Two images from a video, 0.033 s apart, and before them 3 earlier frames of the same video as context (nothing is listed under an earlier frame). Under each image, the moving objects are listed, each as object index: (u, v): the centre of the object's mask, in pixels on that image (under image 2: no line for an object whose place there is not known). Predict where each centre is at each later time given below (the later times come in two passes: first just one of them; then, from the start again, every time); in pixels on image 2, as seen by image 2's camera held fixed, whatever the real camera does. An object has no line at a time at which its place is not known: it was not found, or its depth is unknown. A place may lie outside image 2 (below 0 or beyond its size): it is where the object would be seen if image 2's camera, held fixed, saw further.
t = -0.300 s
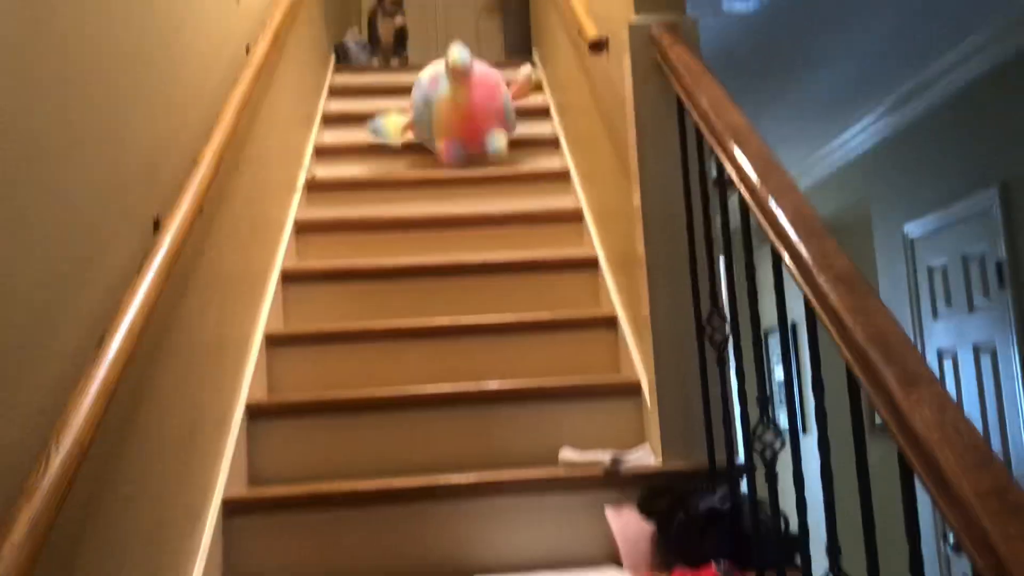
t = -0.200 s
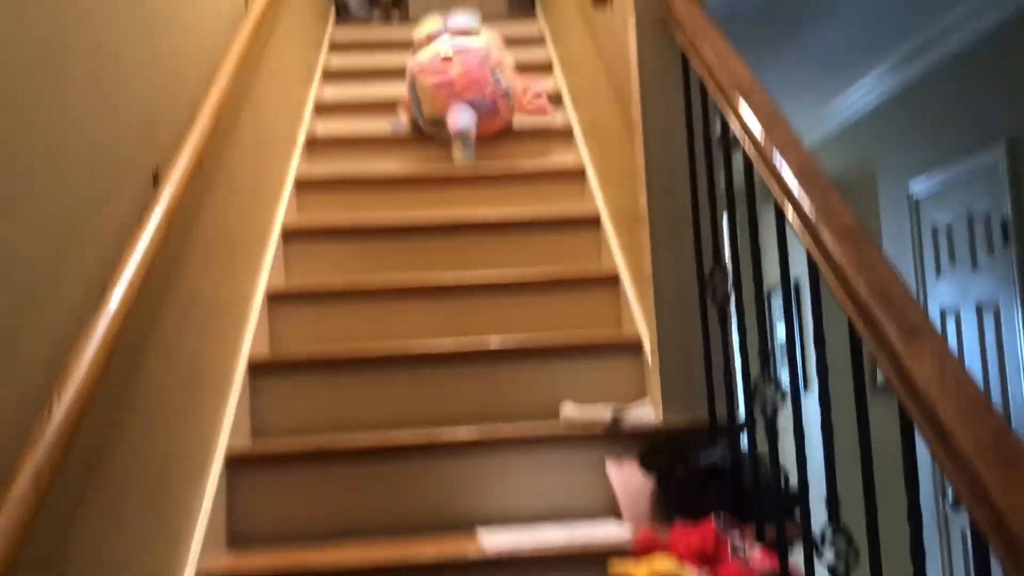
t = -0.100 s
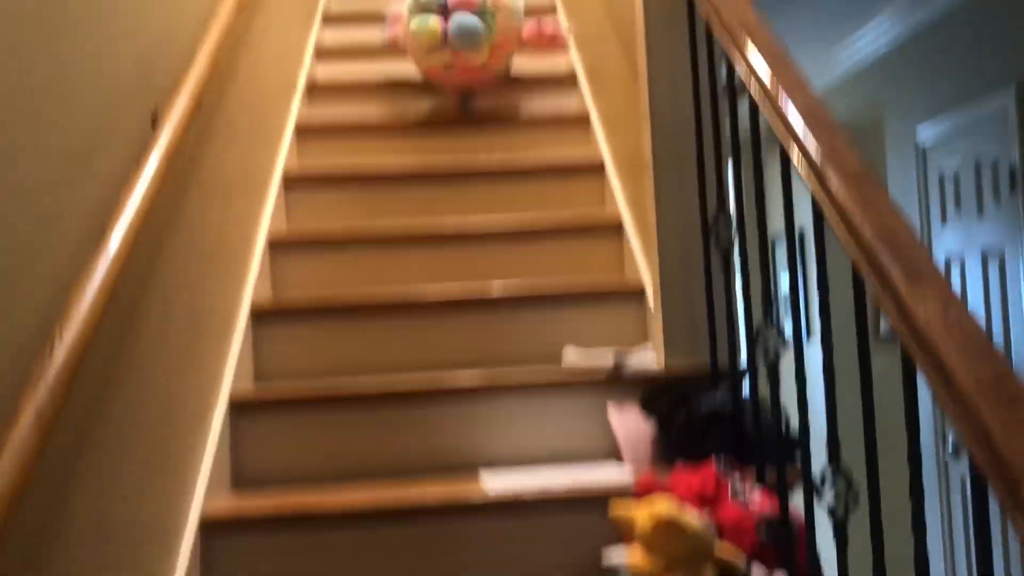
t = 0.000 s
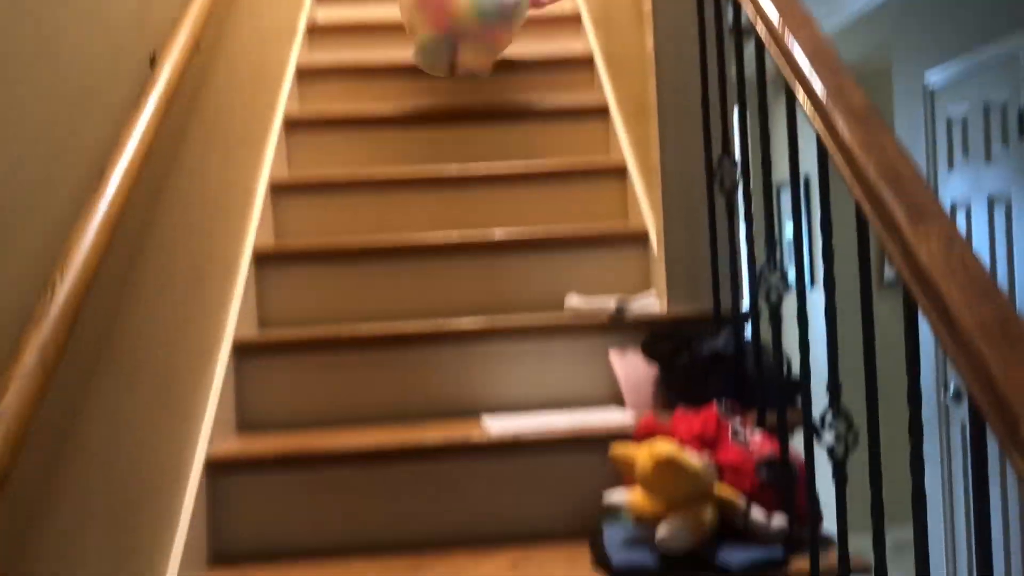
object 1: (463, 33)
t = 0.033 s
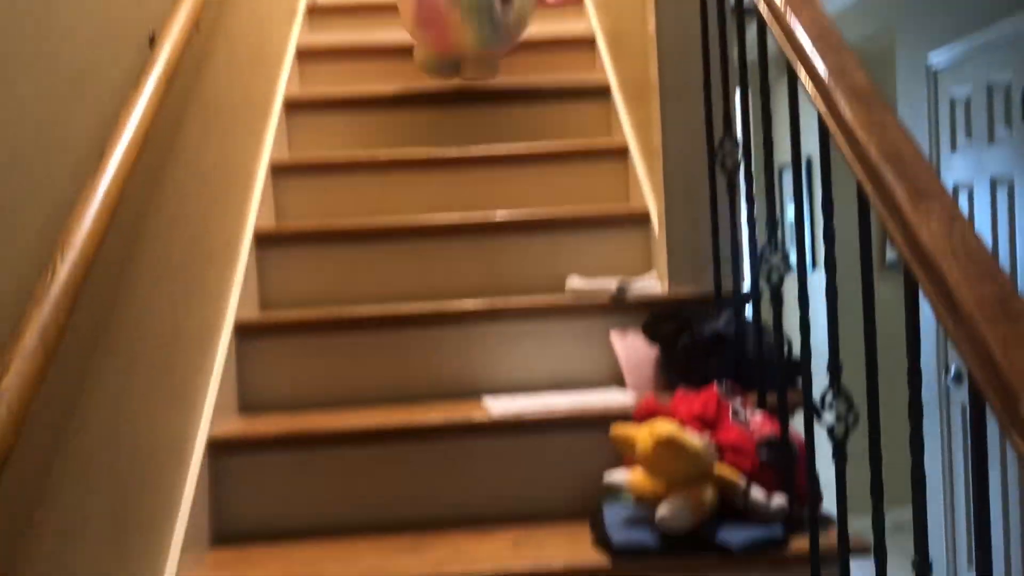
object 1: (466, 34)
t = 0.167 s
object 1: (476, 134)
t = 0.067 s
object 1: (469, 55)
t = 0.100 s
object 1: (473, 75)
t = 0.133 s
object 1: (466, 97)
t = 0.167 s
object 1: (476, 134)
